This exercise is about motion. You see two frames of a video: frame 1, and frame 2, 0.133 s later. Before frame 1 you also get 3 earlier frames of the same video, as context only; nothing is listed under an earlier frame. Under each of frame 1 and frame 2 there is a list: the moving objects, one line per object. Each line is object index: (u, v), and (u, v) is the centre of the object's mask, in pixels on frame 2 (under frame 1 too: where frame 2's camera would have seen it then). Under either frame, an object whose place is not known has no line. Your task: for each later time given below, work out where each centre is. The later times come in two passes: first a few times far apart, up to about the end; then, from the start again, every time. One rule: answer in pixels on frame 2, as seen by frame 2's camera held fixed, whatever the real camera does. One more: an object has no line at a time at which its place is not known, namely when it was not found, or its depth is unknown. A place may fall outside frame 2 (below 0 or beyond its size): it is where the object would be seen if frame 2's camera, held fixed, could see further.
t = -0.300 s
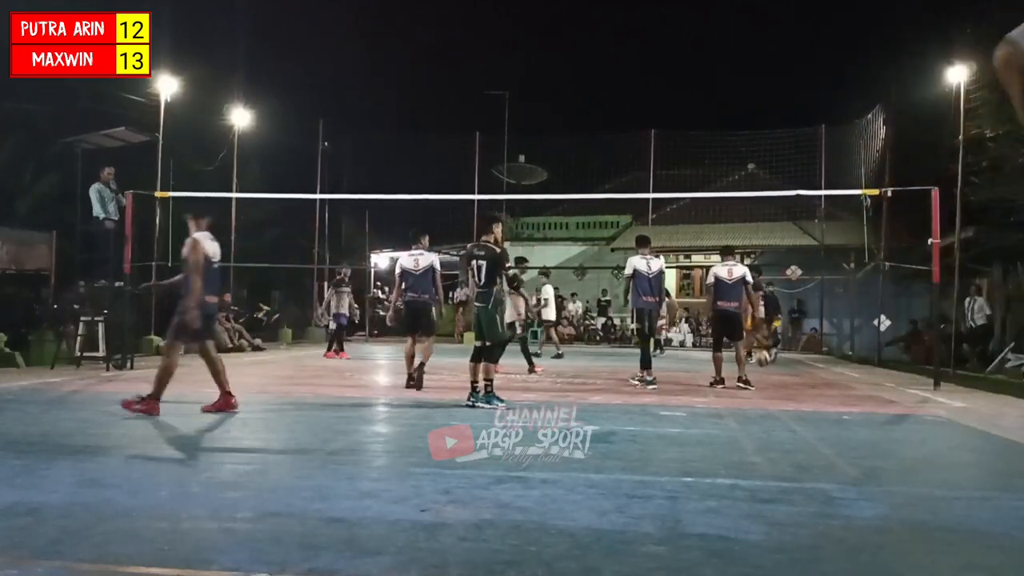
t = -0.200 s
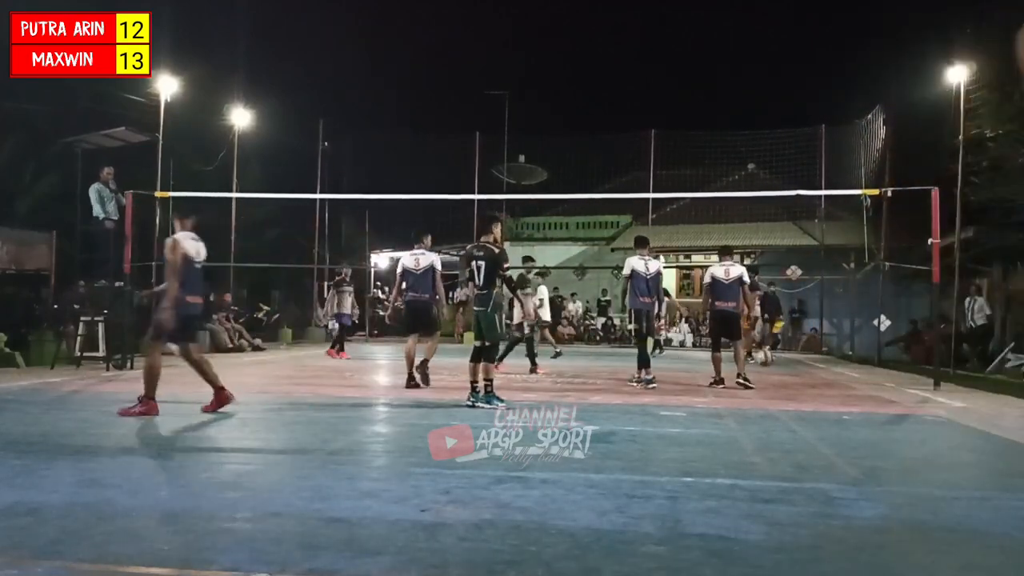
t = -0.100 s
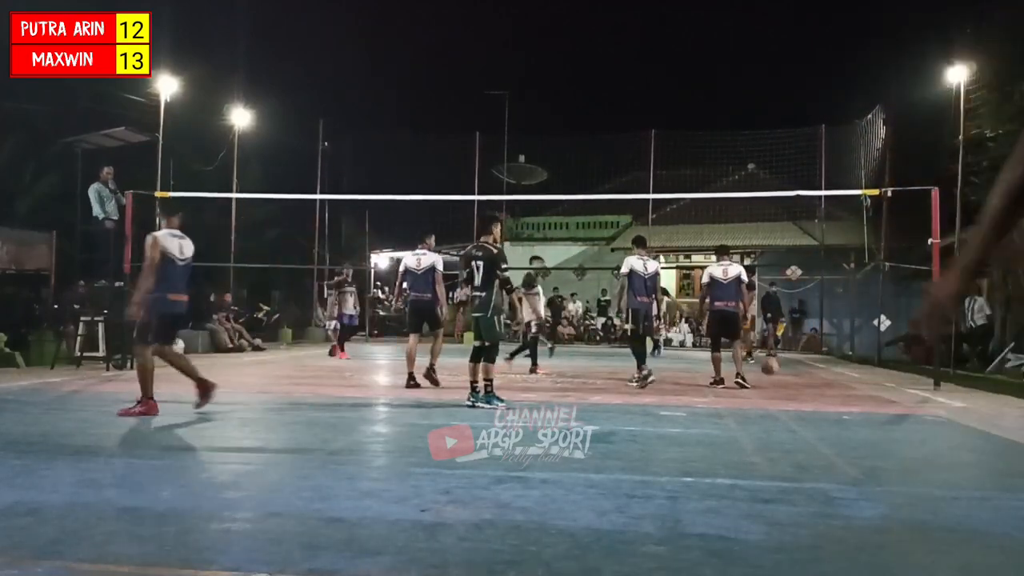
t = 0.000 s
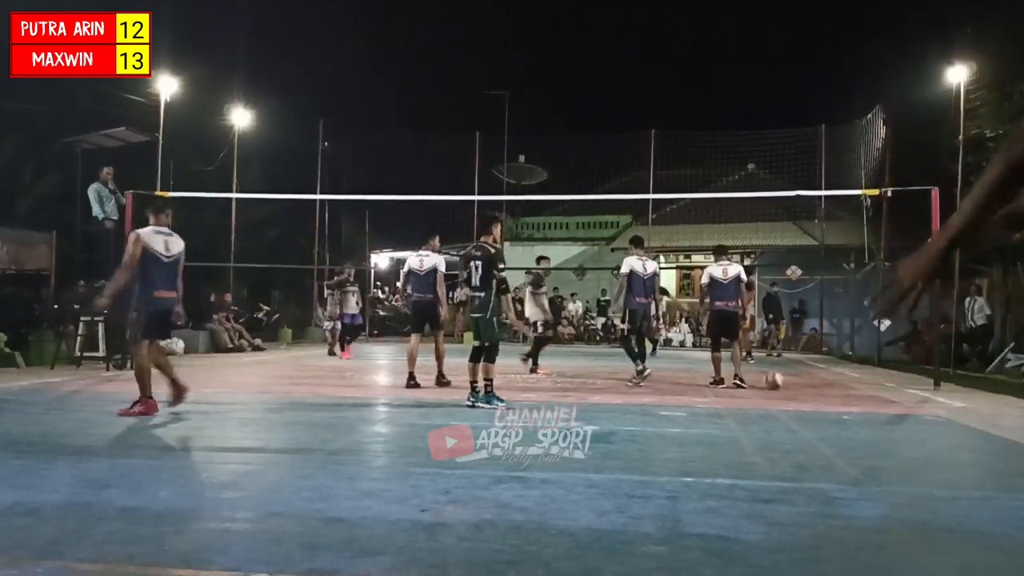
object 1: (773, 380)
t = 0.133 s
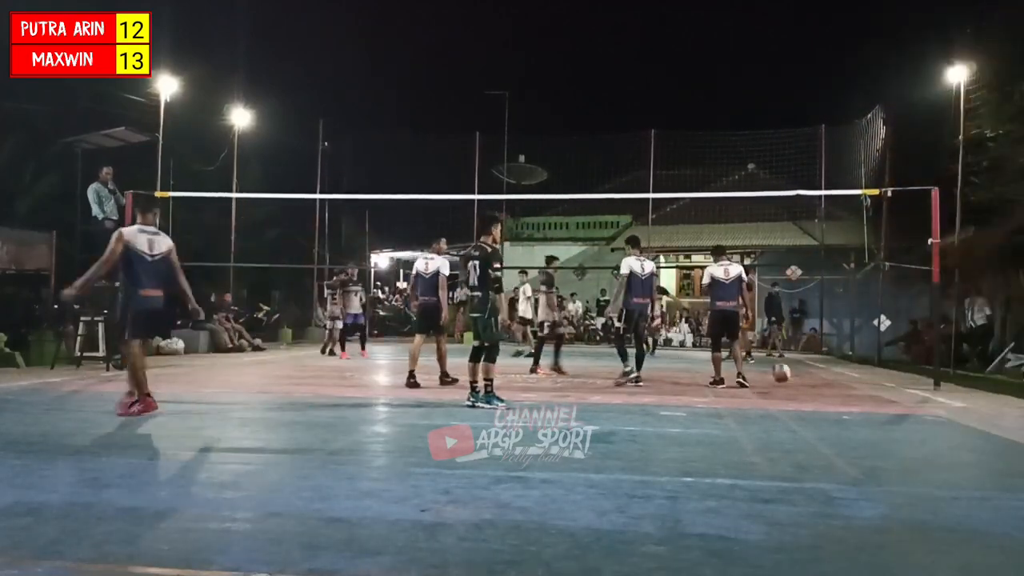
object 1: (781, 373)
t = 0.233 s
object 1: (787, 377)
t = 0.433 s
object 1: (801, 385)
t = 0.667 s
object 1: (820, 402)
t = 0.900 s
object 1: (845, 407)
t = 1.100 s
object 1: (872, 414)
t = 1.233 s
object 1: (893, 437)
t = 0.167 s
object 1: (783, 373)
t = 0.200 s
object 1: (784, 375)
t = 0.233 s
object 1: (787, 377)
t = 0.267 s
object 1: (789, 381)
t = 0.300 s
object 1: (791, 387)
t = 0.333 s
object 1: (794, 392)
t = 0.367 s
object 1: (796, 390)
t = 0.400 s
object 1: (799, 386)
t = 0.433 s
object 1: (801, 385)
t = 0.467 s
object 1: (803, 384)
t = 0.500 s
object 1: (806, 385)
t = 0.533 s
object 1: (809, 387)
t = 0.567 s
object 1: (811, 389)
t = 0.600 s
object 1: (814, 394)
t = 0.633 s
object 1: (816, 400)
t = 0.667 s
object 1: (820, 402)
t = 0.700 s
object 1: (824, 398)
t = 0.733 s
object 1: (827, 397)
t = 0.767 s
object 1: (829, 396)
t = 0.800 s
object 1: (832, 397)
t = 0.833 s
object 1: (837, 399)
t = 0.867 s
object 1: (841, 402)
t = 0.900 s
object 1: (845, 407)
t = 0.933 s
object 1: (848, 415)
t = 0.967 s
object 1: (853, 419)
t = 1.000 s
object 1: (857, 414)
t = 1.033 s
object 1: (862, 413)
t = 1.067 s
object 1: (867, 412)
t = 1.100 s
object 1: (872, 414)
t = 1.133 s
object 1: (877, 417)
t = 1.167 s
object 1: (882, 421)
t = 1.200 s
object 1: (889, 429)
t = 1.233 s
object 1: (893, 437)
